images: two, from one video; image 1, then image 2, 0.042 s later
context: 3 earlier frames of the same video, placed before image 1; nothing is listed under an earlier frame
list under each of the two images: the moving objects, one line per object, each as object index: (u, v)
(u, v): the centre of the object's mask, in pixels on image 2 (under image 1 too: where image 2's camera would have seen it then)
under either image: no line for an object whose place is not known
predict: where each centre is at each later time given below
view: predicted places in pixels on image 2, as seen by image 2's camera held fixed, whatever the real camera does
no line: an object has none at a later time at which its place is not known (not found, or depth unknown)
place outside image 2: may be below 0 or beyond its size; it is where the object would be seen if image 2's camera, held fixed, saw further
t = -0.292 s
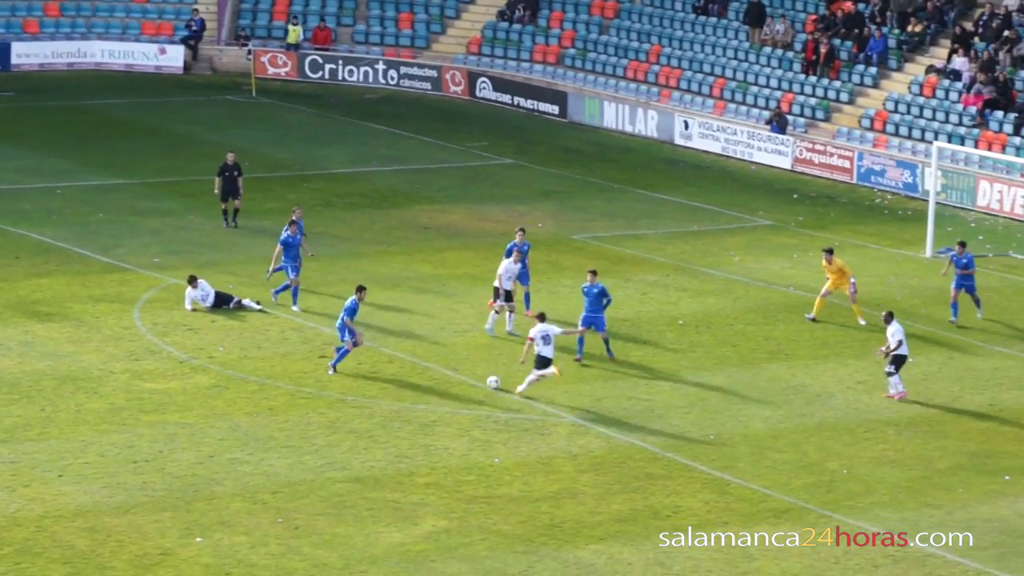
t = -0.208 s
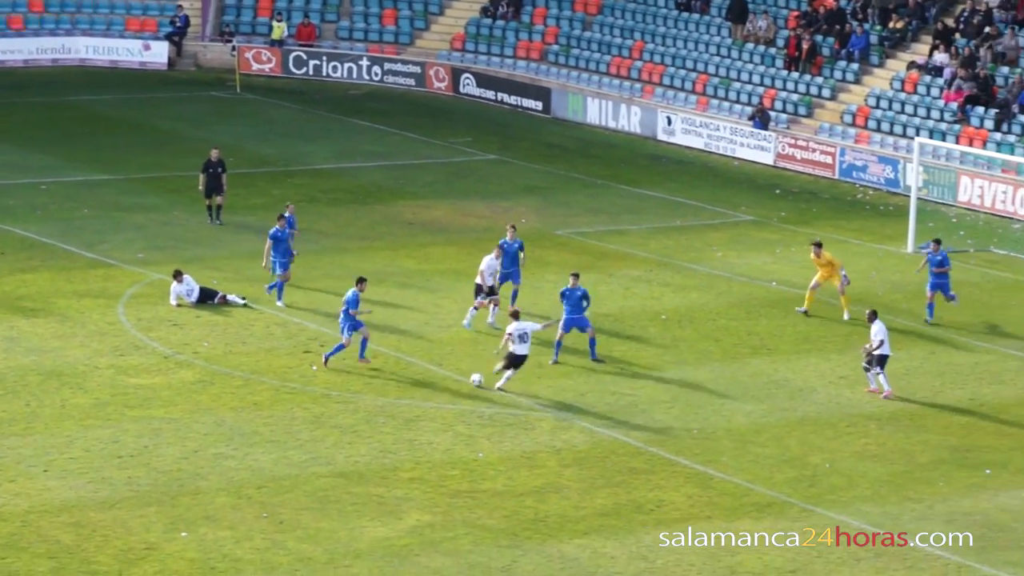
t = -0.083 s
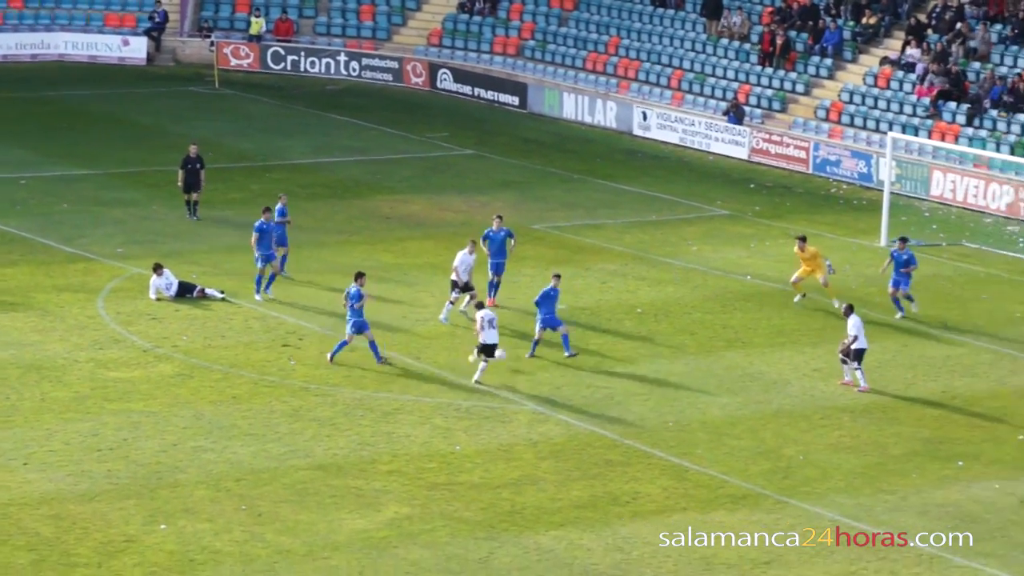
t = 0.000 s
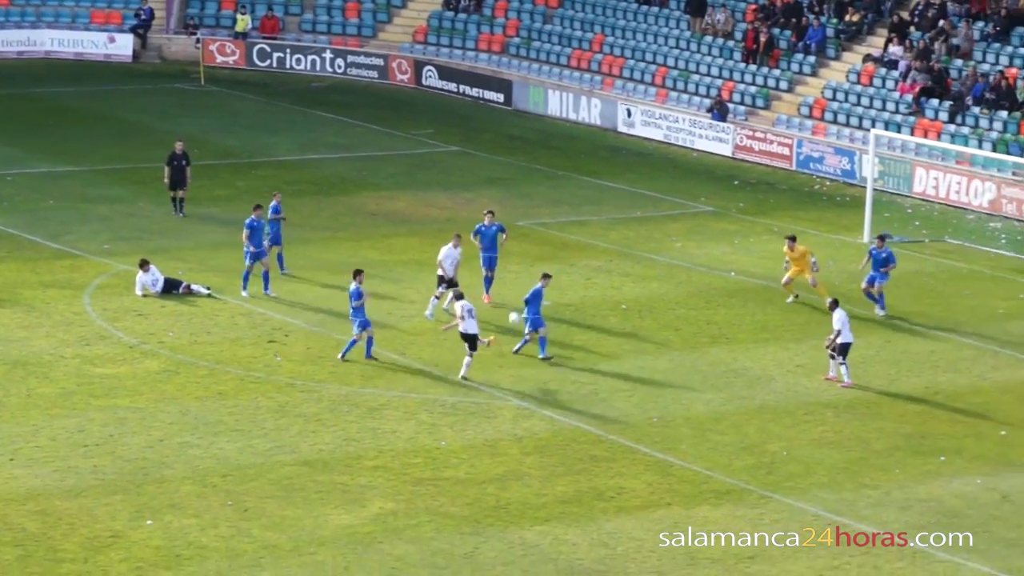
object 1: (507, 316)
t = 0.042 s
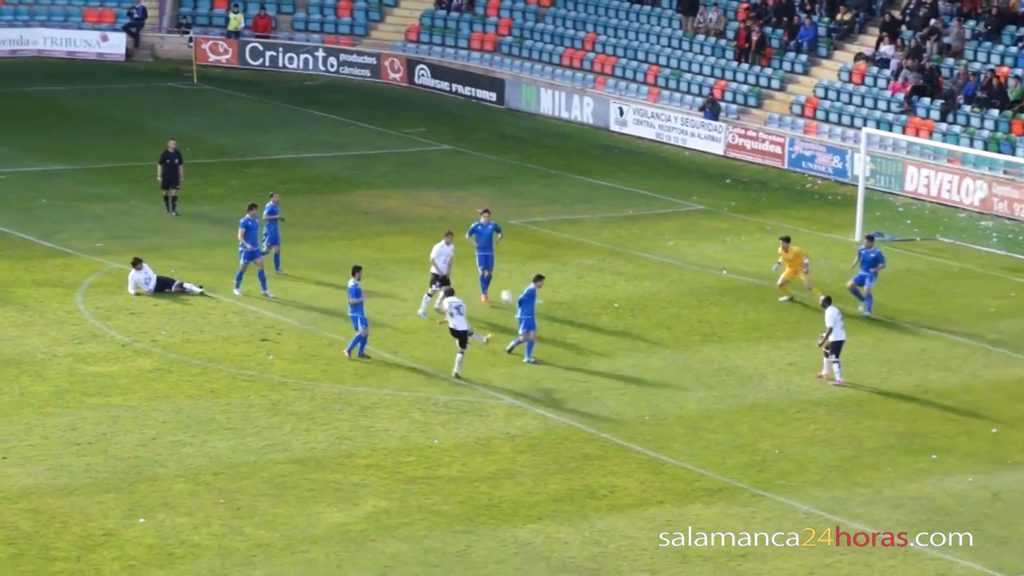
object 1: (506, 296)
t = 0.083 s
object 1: (507, 278)
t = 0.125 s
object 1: (507, 262)
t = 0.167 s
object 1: (507, 246)
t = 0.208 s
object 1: (509, 232)
